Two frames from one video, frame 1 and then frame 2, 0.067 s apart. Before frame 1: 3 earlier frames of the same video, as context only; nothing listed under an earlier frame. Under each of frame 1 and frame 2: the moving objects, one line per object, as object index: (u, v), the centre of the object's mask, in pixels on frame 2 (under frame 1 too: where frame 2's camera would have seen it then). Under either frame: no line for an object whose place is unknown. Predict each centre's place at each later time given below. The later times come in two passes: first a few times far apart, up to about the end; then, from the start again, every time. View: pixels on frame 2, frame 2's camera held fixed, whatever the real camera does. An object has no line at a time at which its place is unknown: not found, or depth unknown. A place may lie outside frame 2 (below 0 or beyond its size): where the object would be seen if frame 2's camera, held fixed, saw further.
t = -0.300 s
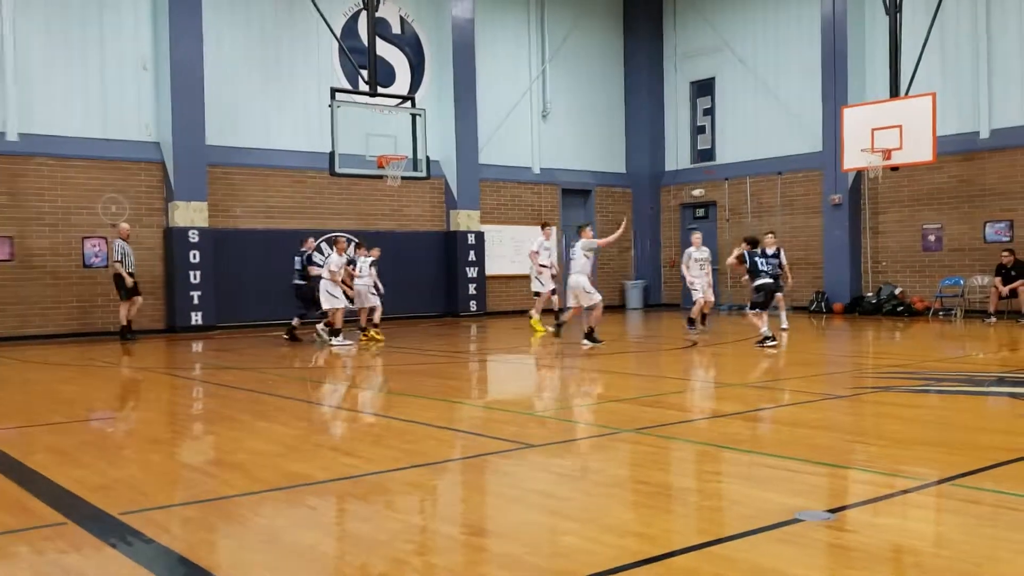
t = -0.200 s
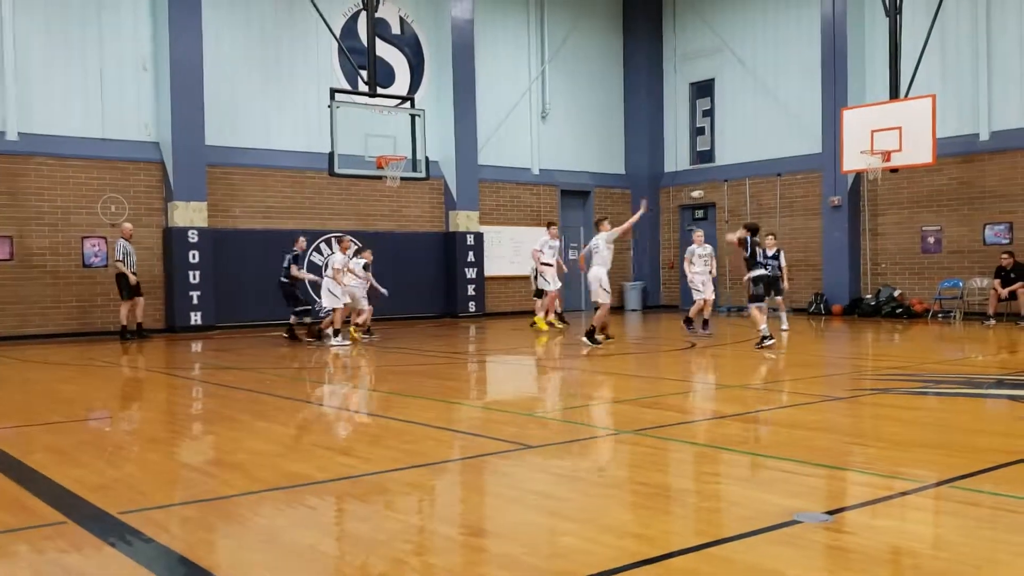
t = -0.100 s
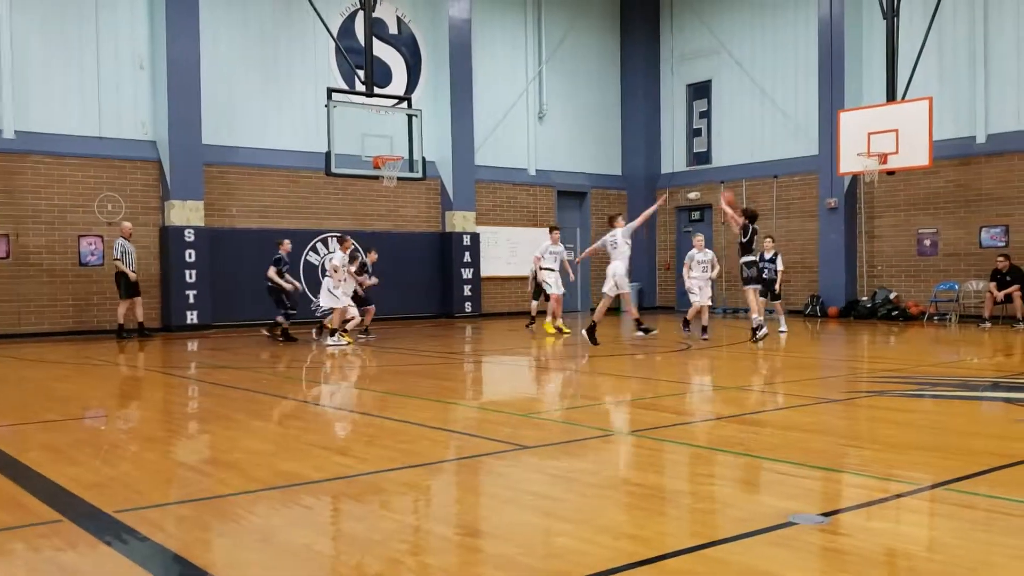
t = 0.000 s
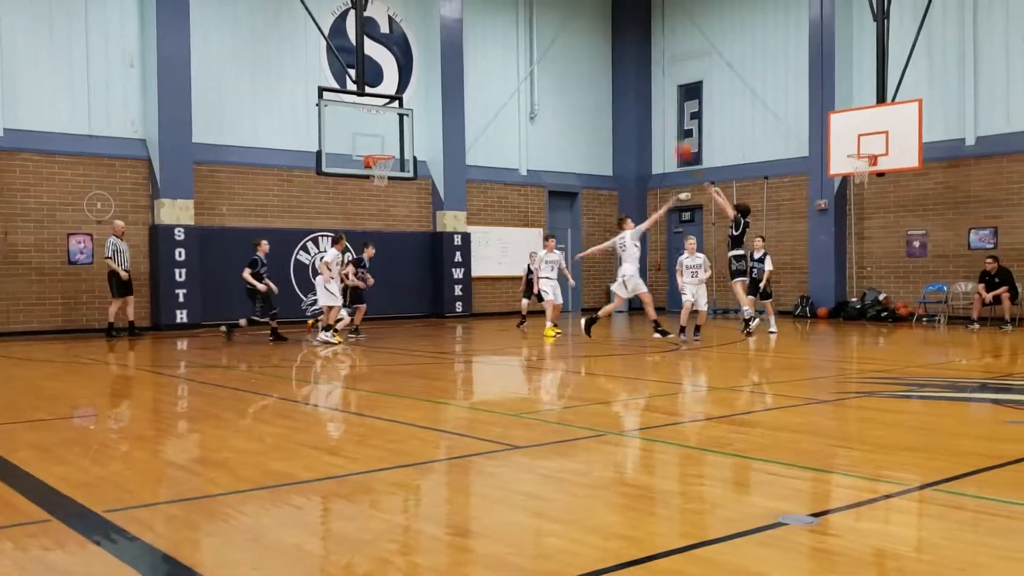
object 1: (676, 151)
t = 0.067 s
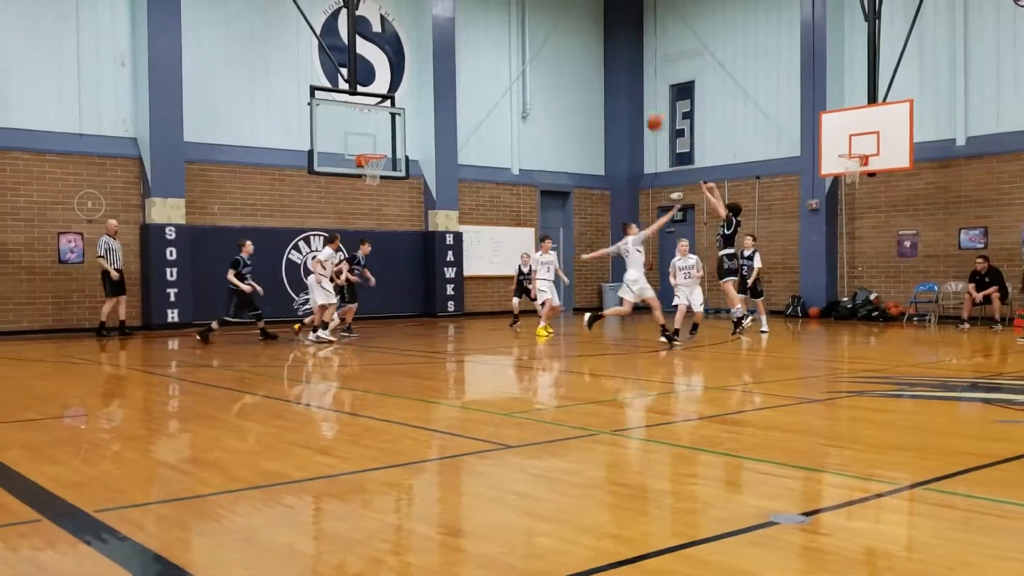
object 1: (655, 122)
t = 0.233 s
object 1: (605, 66)
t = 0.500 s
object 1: (531, 25)
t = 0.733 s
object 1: (476, 30)
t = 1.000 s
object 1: (419, 75)
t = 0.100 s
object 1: (643, 108)
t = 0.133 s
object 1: (633, 96)
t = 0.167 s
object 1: (623, 85)
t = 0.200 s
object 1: (613, 75)
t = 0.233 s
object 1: (605, 66)
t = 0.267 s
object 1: (594, 58)
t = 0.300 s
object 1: (585, 51)
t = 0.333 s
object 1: (575, 44)
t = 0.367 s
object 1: (566, 38)
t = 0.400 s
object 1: (557, 34)
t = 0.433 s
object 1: (549, 30)
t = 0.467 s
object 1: (540, 27)
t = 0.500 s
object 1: (531, 25)
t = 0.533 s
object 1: (523, 24)
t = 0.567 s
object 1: (515, 23)
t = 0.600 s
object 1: (507, 23)
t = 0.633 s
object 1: (499, 24)
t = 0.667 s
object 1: (491, 25)
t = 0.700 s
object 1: (483, 27)
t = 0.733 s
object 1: (476, 30)
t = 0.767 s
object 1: (468, 33)
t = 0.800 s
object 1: (461, 38)
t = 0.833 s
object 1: (453, 42)
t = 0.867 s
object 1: (447, 48)
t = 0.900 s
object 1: (441, 53)
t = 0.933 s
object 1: (433, 60)
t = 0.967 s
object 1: (426, 68)
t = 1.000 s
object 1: (419, 75)
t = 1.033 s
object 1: (413, 83)
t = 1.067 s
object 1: (407, 92)
